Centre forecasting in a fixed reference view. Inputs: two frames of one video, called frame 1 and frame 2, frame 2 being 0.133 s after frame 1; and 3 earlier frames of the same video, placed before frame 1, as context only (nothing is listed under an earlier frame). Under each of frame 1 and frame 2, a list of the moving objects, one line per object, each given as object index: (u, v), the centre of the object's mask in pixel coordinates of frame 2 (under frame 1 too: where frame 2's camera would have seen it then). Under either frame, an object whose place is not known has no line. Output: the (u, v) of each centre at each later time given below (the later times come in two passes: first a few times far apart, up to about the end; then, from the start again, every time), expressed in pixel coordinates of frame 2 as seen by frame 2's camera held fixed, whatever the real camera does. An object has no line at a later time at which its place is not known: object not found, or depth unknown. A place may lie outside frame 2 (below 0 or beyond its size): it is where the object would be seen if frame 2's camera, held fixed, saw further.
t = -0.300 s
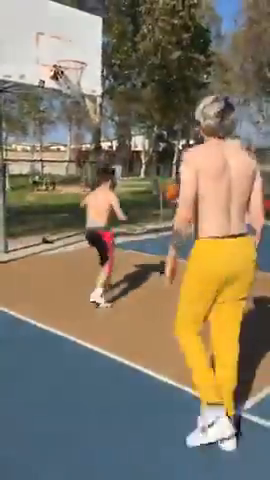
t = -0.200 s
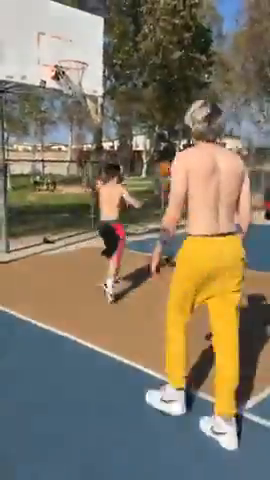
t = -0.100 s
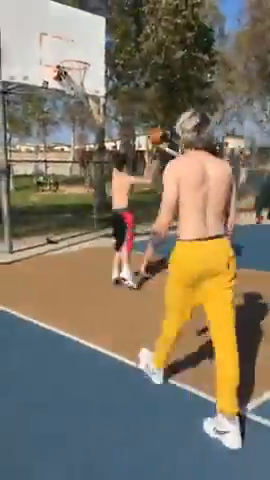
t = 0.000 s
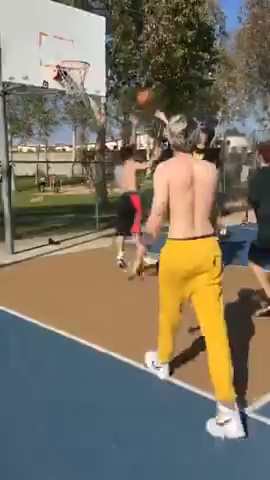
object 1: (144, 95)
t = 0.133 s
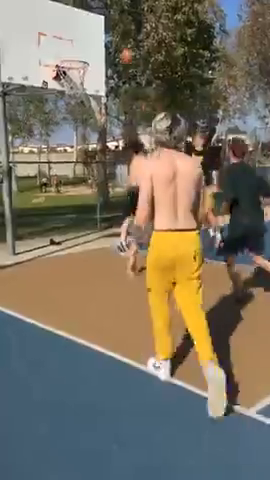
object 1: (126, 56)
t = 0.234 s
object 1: (116, 37)
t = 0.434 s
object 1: (93, 18)
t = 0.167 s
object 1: (122, 48)
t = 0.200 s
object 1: (118, 40)
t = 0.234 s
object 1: (116, 37)
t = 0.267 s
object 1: (111, 32)
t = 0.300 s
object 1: (108, 27)
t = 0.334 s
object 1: (105, 25)
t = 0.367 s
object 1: (100, 21)
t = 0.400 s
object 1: (97, 19)
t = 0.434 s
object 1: (93, 18)
